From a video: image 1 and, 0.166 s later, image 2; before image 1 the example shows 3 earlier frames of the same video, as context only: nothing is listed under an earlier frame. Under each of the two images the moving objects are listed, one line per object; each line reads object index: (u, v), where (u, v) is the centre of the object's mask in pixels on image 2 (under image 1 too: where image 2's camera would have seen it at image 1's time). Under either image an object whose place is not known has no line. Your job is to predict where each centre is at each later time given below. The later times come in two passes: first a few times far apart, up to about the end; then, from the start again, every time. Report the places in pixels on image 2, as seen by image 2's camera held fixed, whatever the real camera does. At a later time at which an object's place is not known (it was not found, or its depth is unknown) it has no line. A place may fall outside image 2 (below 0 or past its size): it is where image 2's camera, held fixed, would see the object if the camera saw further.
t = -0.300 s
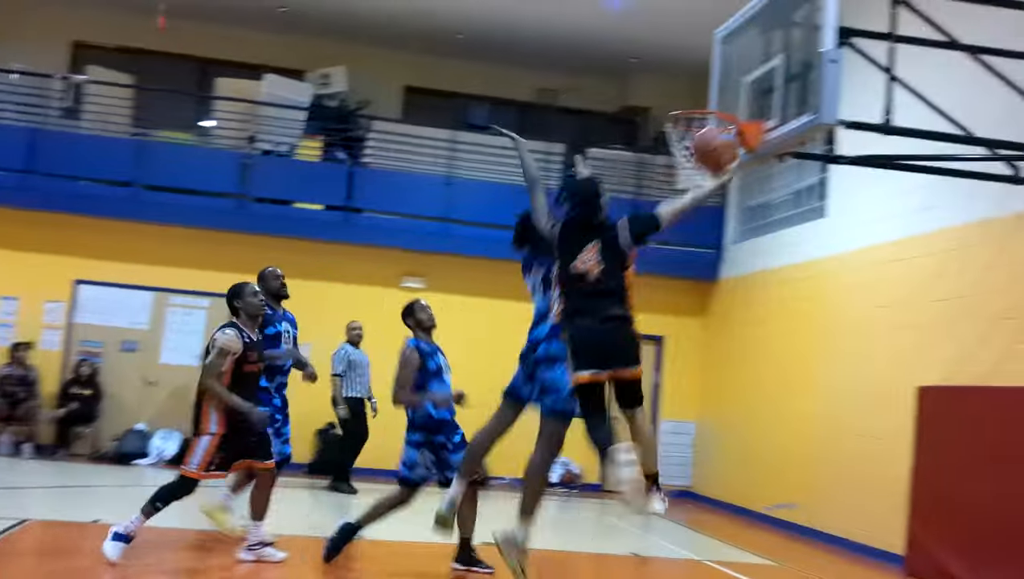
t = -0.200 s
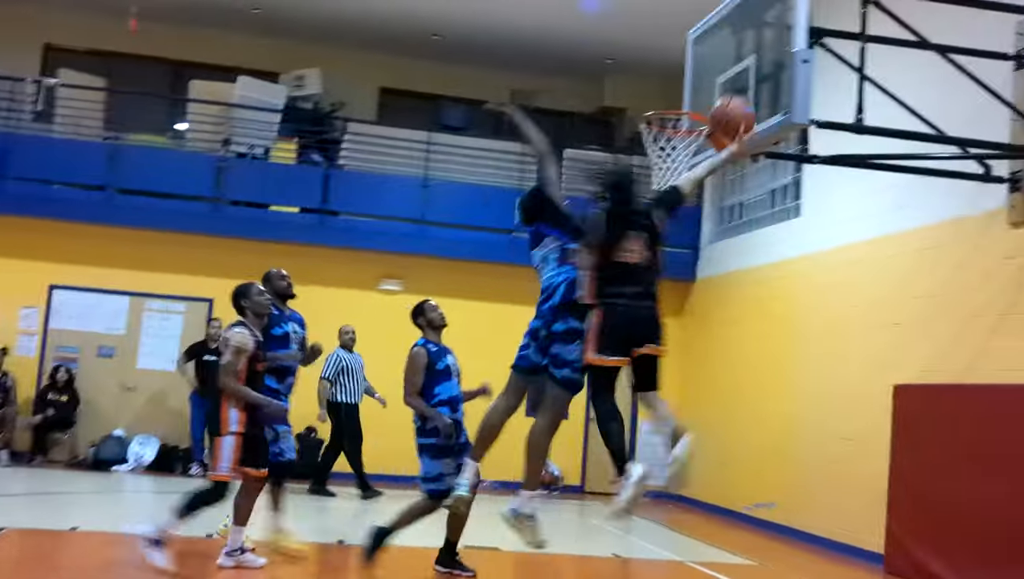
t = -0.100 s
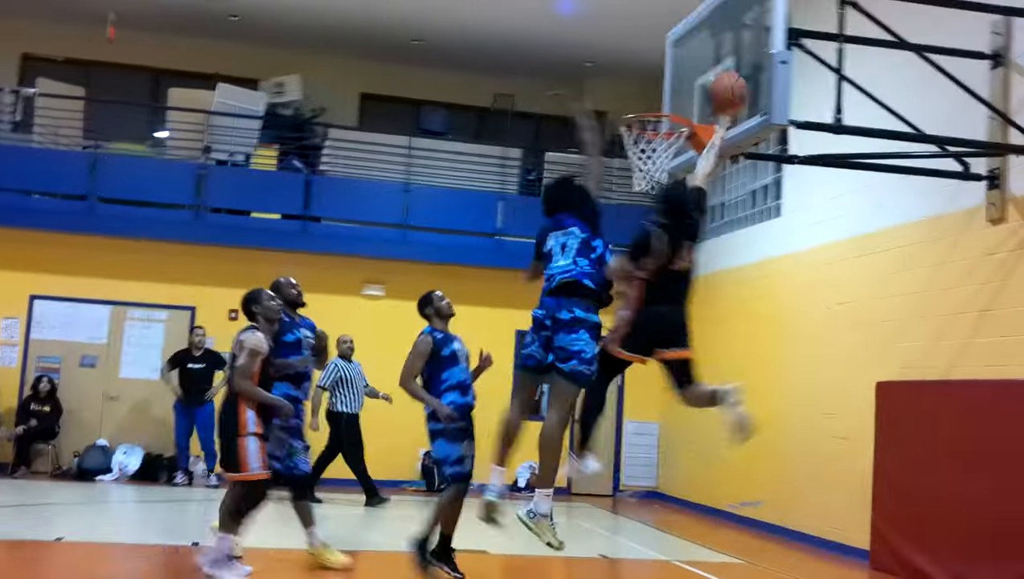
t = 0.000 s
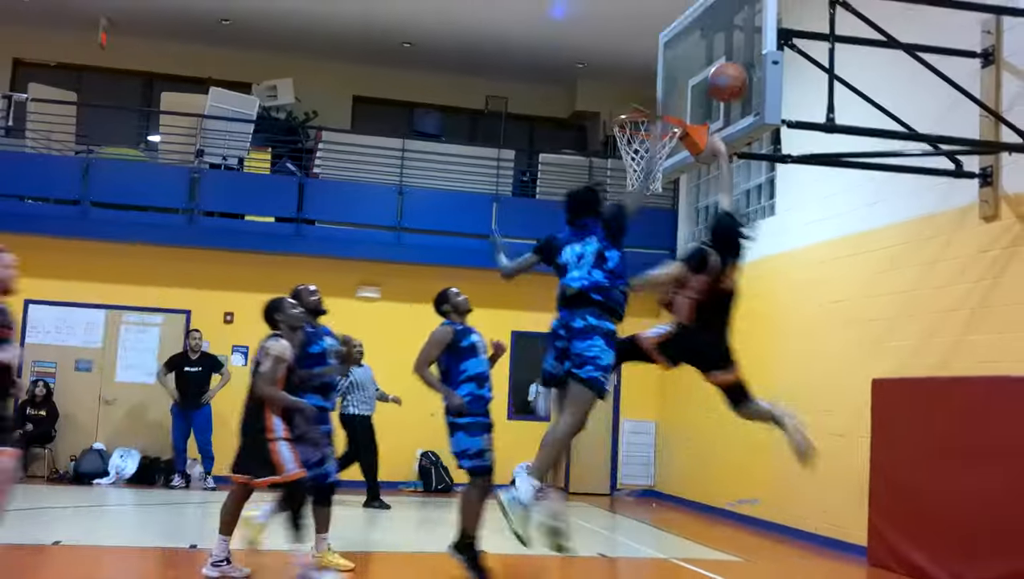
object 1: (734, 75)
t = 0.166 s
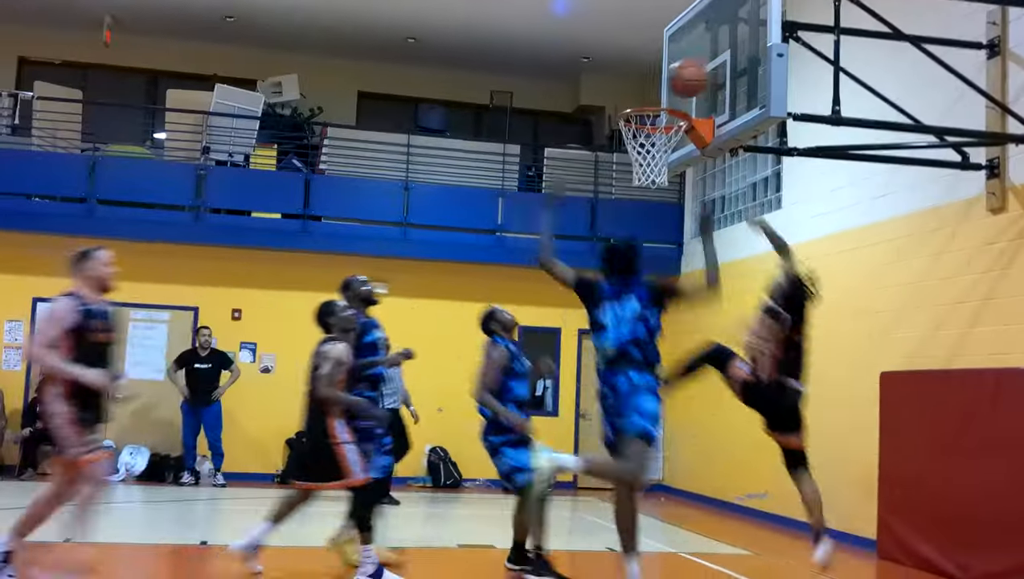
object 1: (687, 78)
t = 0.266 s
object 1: (661, 88)
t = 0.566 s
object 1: (605, 112)
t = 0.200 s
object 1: (677, 82)
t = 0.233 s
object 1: (668, 89)
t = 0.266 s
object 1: (661, 88)
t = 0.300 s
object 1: (656, 84)
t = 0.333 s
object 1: (651, 81)
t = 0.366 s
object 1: (645, 81)
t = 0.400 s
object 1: (639, 81)
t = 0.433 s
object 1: (633, 83)
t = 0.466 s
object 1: (627, 86)
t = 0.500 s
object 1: (619, 93)
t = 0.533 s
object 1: (612, 101)
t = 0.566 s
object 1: (605, 112)
